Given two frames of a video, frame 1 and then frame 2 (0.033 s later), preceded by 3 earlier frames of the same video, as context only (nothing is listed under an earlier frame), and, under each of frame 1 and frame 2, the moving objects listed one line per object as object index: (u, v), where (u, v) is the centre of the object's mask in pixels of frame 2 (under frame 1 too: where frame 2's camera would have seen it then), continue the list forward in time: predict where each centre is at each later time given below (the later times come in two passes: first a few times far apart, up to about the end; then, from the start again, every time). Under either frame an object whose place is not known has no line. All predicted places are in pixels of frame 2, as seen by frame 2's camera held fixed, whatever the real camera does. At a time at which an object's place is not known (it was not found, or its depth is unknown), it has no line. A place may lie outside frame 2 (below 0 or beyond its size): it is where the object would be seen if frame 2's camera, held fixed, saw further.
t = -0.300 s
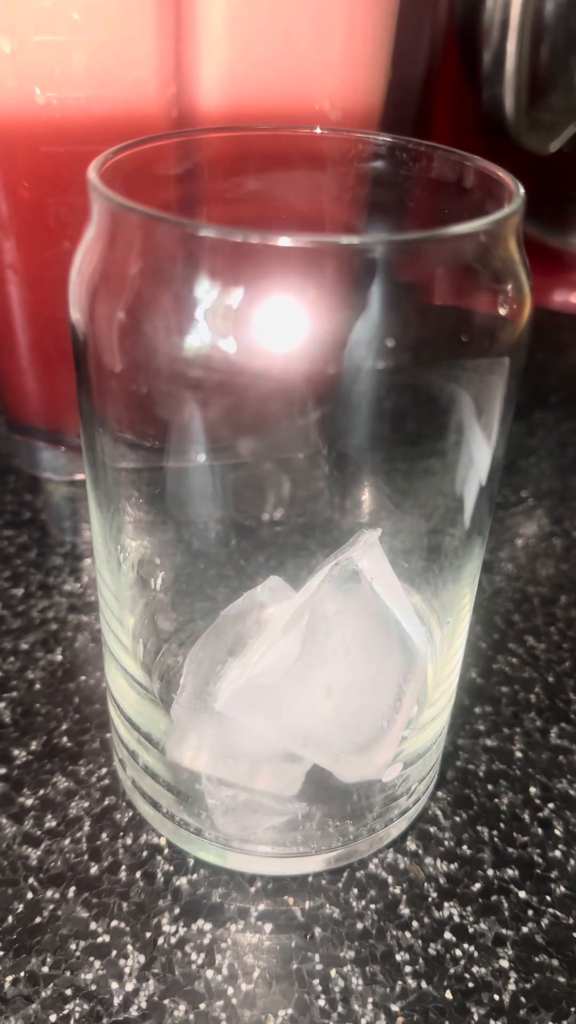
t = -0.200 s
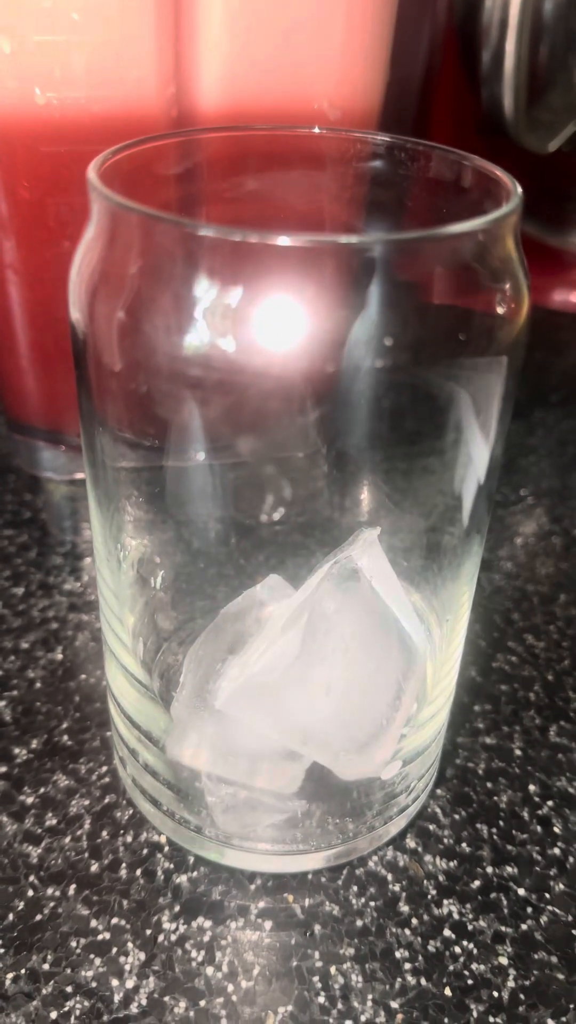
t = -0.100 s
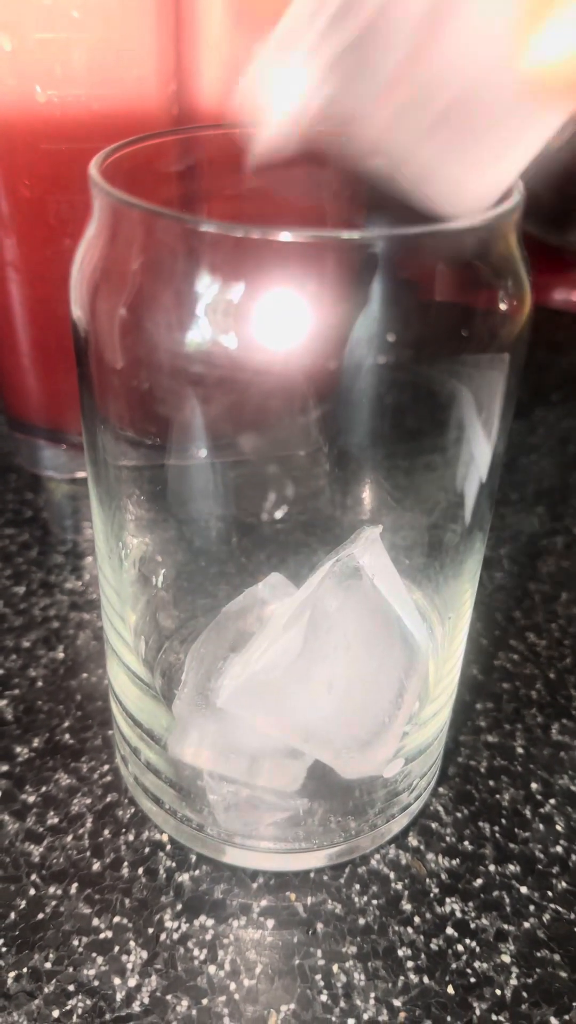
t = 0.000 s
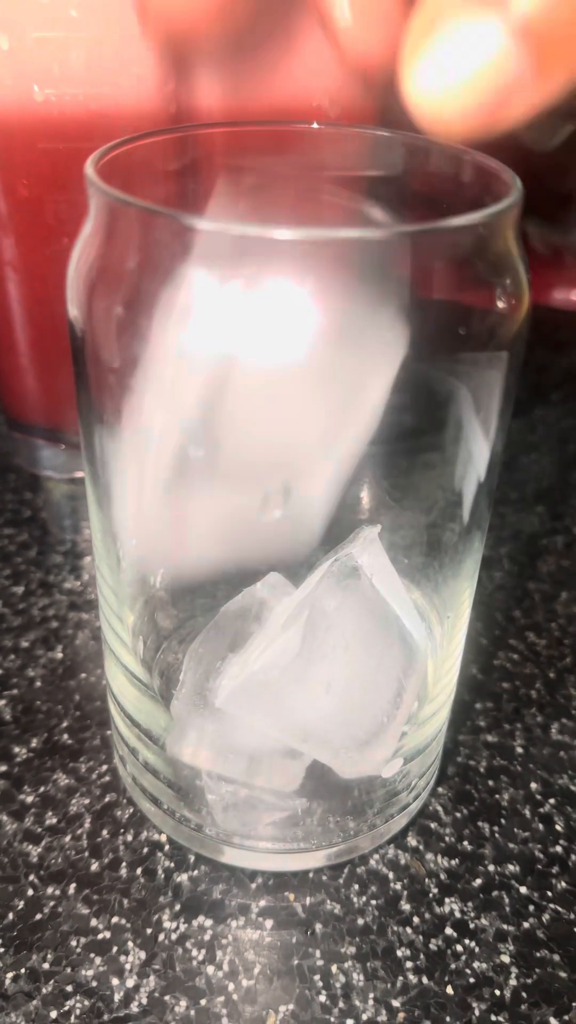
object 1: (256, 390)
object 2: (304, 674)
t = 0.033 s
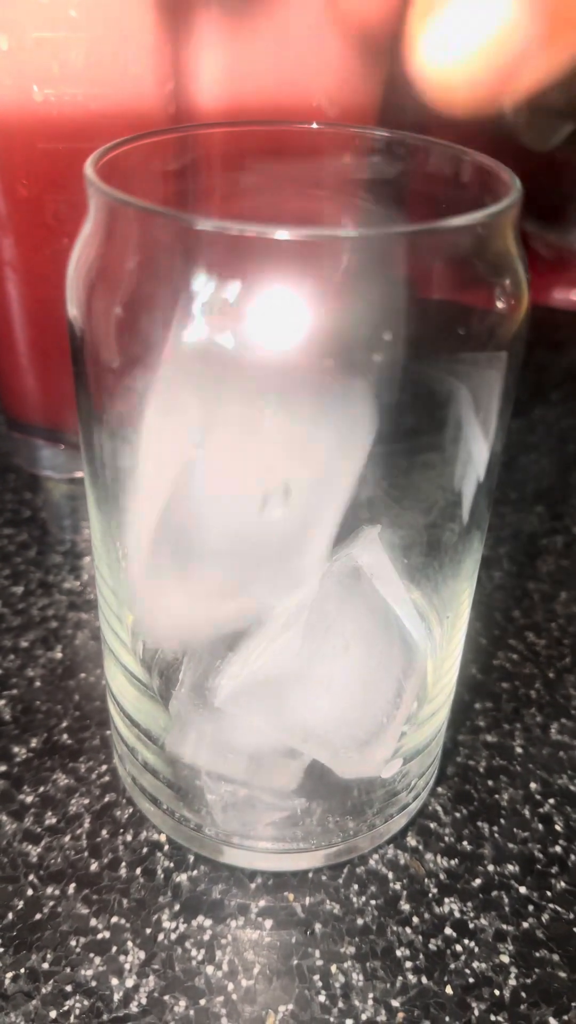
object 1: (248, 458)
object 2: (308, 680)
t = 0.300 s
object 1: (361, 502)
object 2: (296, 689)
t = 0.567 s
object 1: (273, 576)
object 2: (317, 715)
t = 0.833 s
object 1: (265, 576)
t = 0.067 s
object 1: (211, 482)
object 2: (315, 667)
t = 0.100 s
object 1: (248, 469)
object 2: (308, 672)
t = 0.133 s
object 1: (261, 464)
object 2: (308, 673)
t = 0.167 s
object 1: (293, 468)
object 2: (304, 677)
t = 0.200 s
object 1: (335, 472)
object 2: (301, 680)
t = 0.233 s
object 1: (349, 473)
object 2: (300, 681)
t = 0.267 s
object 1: (352, 490)
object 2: (298, 686)
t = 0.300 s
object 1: (361, 502)
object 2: (296, 689)
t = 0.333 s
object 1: (368, 515)
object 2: (291, 693)
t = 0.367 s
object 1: (373, 526)
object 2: (284, 696)
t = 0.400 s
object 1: (339, 542)
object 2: (276, 699)
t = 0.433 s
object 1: (329, 557)
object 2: (271, 701)
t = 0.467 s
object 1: (306, 571)
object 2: (282, 704)
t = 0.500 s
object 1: (279, 573)
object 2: (309, 714)
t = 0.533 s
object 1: (275, 575)
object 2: (318, 714)
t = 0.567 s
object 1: (273, 576)
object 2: (317, 715)
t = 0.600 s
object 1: (270, 577)
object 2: (317, 715)
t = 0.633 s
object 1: (268, 577)
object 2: (324, 709)
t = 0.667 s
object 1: (266, 577)
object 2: (320, 707)
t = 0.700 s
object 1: (266, 576)
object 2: (320, 705)
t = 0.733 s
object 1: (265, 576)
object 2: (321, 705)
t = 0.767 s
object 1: (265, 576)
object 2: (322, 705)
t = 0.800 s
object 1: (265, 576)
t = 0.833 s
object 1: (265, 576)
